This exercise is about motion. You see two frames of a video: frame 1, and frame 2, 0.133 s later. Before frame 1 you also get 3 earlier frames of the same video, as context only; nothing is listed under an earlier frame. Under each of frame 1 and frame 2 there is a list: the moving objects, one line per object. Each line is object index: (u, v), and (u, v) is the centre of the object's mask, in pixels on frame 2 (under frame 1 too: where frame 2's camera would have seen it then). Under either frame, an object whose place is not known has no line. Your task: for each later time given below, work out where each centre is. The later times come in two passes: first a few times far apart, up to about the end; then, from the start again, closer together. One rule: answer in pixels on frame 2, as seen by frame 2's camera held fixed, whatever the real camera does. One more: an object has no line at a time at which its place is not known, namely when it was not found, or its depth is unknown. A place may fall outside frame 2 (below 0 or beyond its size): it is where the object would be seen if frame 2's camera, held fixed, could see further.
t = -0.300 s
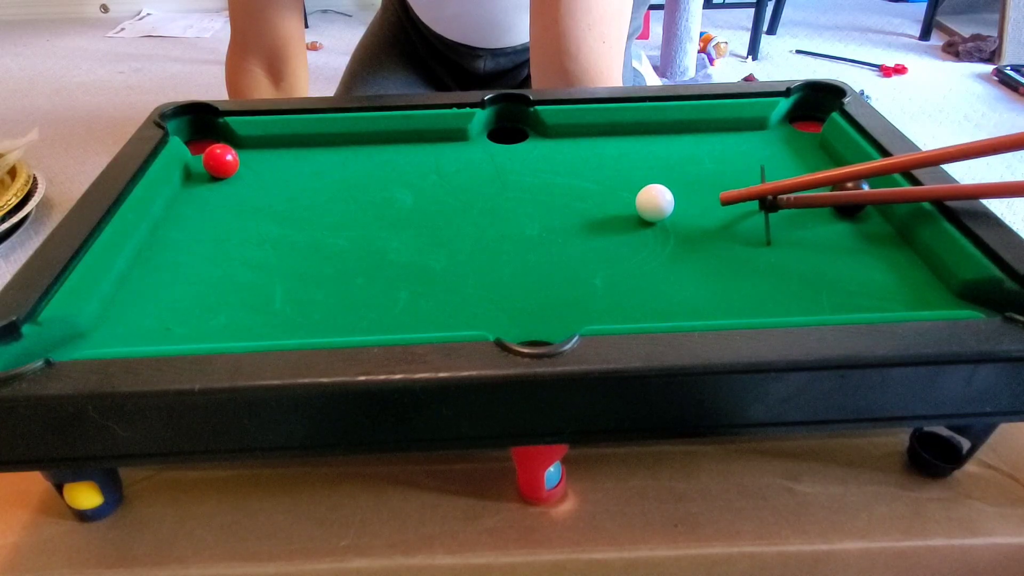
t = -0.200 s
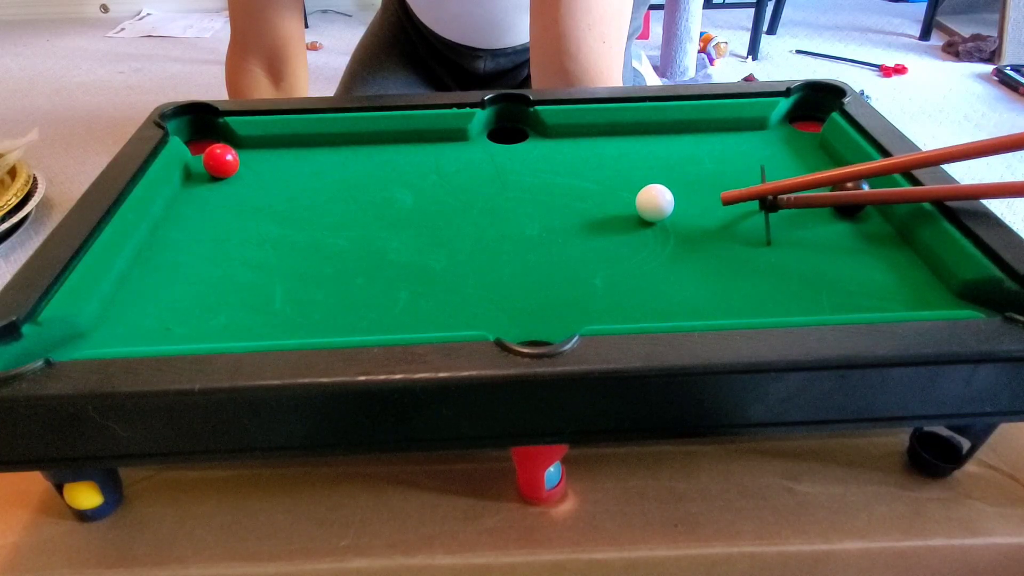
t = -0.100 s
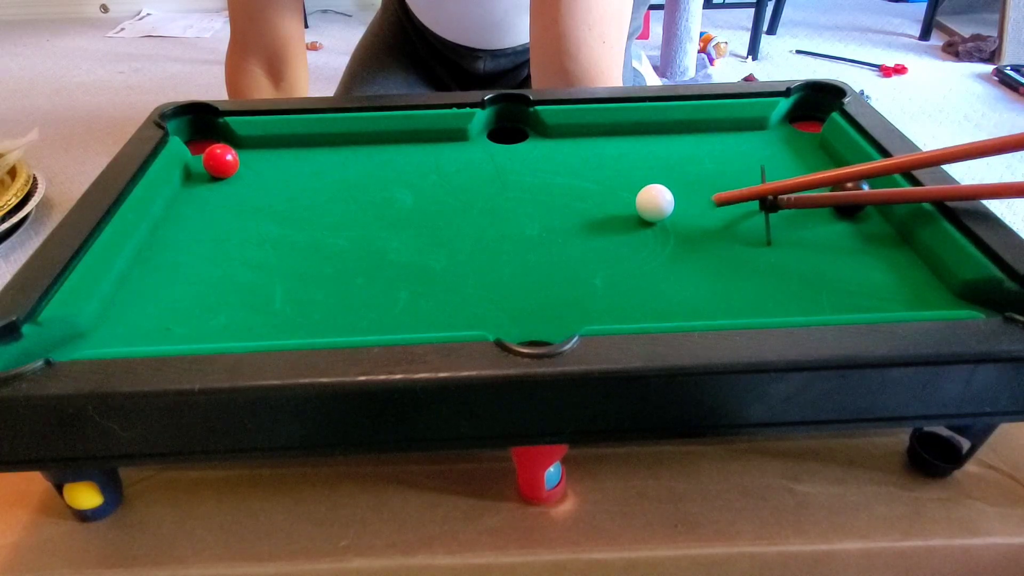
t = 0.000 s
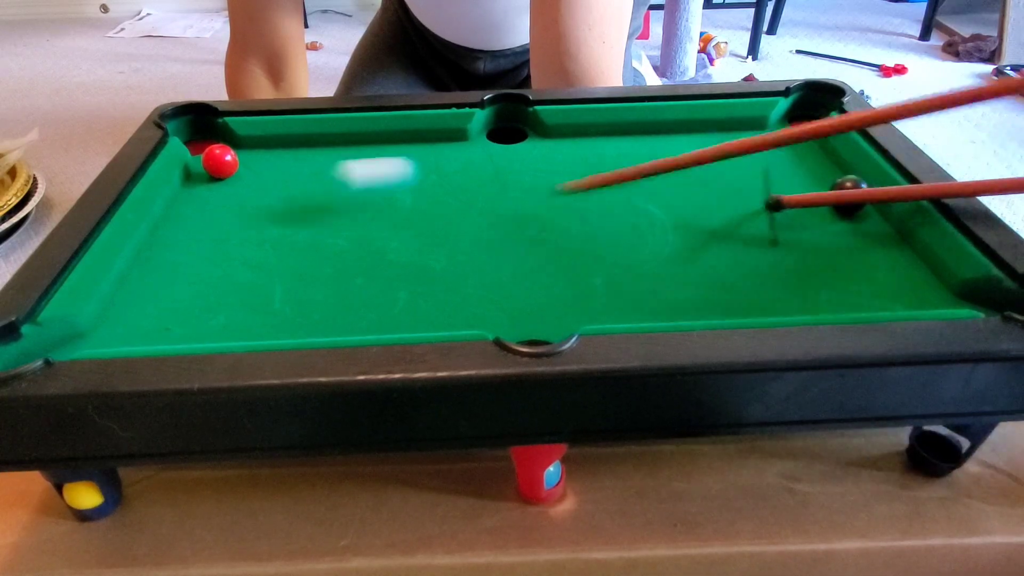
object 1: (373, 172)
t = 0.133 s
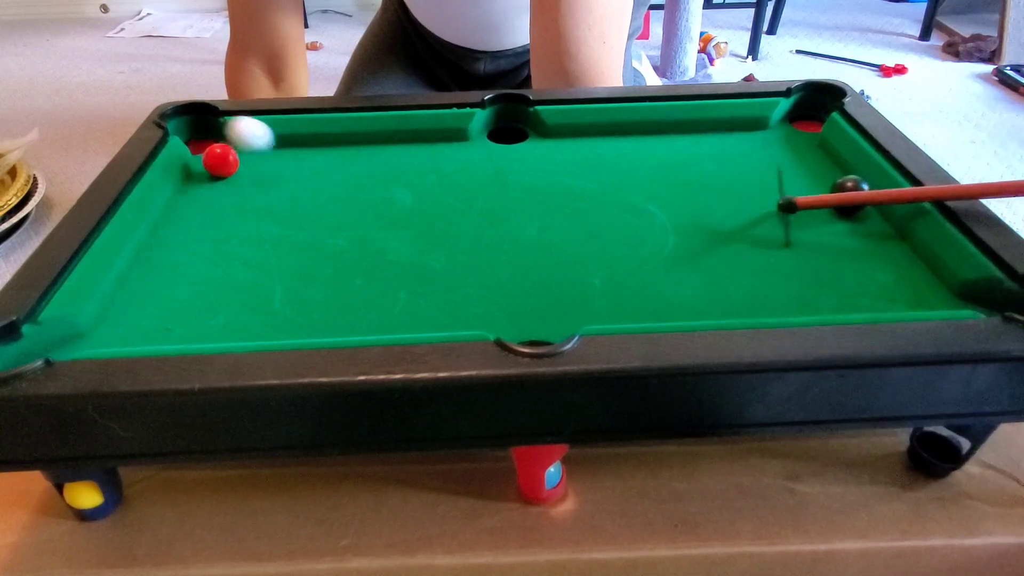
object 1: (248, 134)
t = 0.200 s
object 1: (298, 149)
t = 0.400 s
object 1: (366, 139)
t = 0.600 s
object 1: (414, 147)
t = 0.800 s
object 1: (455, 159)
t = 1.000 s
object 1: (487, 173)
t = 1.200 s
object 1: (521, 185)
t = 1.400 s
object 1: (546, 196)
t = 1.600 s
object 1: (568, 204)
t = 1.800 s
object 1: (582, 207)
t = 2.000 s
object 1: (582, 206)
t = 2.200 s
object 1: (581, 207)
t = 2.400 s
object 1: (582, 206)
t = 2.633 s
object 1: (582, 206)
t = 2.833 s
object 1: (582, 206)
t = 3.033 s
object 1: (579, 205)
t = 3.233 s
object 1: (582, 205)
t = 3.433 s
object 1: (581, 205)
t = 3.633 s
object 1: (581, 207)
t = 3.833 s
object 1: (582, 207)
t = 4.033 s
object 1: (582, 207)
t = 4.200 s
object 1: (581, 202)
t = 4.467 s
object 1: (581, 200)
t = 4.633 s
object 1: (580, 200)
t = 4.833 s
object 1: (581, 202)
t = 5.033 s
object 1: (581, 203)
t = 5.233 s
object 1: (580, 204)
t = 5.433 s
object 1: (581, 203)
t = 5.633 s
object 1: (582, 201)
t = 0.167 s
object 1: (283, 152)
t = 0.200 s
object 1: (298, 149)
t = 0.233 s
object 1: (312, 148)
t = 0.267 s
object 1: (326, 144)
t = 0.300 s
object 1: (335, 140)
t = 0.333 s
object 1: (345, 138)
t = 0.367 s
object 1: (356, 138)
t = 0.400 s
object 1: (366, 139)
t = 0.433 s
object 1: (373, 141)
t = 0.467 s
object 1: (382, 142)
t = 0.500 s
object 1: (391, 143)
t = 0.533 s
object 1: (397, 145)
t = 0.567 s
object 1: (406, 146)
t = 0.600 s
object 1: (414, 147)
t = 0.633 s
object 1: (421, 149)
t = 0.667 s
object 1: (427, 152)
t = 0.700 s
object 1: (434, 153)
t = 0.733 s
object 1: (441, 155)
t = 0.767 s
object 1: (448, 157)
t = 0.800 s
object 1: (455, 159)
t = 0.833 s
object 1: (460, 162)
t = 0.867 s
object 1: (466, 164)
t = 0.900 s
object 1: (472, 166)
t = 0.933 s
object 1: (476, 169)
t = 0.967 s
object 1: (481, 171)
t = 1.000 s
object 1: (487, 173)
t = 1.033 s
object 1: (494, 175)
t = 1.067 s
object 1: (500, 176)
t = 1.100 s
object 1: (504, 179)
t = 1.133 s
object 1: (510, 182)
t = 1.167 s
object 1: (515, 184)
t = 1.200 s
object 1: (521, 185)
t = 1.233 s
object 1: (527, 187)
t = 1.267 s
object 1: (530, 189)
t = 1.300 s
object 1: (533, 191)
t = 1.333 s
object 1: (539, 192)
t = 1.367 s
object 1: (542, 194)
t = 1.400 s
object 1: (546, 196)
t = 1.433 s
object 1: (550, 198)
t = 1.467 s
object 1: (555, 199)
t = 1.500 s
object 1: (557, 201)
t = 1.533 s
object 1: (561, 203)
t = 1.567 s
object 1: (564, 204)
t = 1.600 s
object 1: (568, 204)
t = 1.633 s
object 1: (570, 206)
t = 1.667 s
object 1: (574, 206)
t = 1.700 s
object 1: (575, 208)
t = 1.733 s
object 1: (578, 207)
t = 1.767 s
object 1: (581, 206)
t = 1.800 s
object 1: (582, 207)
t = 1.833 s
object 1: (582, 208)
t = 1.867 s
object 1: (582, 208)
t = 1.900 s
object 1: (583, 207)
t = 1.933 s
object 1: (583, 206)
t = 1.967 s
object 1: (582, 206)
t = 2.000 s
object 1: (582, 206)
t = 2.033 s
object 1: (582, 206)
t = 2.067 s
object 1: (581, 207)
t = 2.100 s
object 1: (581, 207)
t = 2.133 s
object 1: (582, 206)
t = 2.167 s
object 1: (582, 205)
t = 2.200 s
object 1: (581, 207)
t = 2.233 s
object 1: (581, 205)
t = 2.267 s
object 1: (580, 207)
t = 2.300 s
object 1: (582, 206)
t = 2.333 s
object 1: (581, 207)
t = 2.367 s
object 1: (582, 206)
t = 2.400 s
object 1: (582, 206)
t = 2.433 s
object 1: (580, 206)
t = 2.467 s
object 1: (582, 206)
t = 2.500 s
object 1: (580, 207)
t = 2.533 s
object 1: (580, 207)
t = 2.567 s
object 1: (582, 206)
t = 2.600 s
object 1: (582, 206)
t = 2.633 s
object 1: (582, 206)
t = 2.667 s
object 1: (581, 206)
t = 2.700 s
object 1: (580, 206)
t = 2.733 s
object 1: (580, 206)
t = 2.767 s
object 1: (580, 207)
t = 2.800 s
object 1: (581, 206)
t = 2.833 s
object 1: (582, 206)
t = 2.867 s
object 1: (582, 205)
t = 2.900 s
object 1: (581, 205)
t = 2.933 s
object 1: (580, 206)
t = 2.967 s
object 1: (582, 205)
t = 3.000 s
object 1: (583, 206)
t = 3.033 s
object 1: (579, 205)
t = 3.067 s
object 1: (582, 205)
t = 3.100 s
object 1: (580, 206)
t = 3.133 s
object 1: (579, 206)
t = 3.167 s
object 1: (581, 206)
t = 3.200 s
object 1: (580, 206)
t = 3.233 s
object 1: (582, 205)
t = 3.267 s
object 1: (581, 206)
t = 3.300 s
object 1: (580, 206)
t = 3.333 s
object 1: (580, 206)
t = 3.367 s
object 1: (581, 206)
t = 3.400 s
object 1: (581, 206)
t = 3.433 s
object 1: (581, 205)
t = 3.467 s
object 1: (581, 207)
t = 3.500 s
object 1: (581, 207)
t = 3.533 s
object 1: (582, 207)
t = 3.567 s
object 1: (581, 208)
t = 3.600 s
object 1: (581, 207)
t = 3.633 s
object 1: (581, 207)
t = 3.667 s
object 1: (581, 208)
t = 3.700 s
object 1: (582, 208)
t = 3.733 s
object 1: (581, 208)
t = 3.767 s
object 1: (581, 208)
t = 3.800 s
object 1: (582, 208)
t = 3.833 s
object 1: (582, 207)
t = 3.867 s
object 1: (581, 208)
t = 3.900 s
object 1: (582, 207)
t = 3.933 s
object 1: (581, 207)
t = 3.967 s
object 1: (582, 208)
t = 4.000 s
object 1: (581, 207)
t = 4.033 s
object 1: (582, 207)
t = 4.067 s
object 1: (581, 207)
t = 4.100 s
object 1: (581, 207)
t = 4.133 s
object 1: (582, 206)
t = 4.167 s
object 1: (581, 205)
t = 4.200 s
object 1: (581, 202)
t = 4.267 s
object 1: (580, 202)
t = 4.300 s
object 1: (581, 202)
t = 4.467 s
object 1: (581, 200)
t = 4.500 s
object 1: (580, 200)
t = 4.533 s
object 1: (581, 200)
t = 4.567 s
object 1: (580, 201)
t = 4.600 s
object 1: (581, 200)
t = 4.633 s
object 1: (580, 200)
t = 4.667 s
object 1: (581, 201)
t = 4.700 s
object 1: (581, 202)
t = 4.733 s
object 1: (581, 202)
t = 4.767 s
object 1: (581, 202)
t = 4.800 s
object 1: (581, 202)
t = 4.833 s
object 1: (581, 202)
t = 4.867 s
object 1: (581, 202)
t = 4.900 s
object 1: (581, 203)
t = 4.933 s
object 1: (582, 203)
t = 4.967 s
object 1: (581, 204)
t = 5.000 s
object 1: (582, 203)
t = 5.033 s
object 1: (581, 203)
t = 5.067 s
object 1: (580, 204)
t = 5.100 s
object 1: (582, 204)
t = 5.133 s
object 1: (580, 204)
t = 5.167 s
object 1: (581, 204)
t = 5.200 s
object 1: (581, 204)
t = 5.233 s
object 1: (580, 204)
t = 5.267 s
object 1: (581, 204)
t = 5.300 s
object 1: (580, 204)
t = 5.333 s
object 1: (581, 204)
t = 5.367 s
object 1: (581, 203)
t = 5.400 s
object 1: (581, 203)
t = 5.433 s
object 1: (581, 203)
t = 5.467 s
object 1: (581, 202)
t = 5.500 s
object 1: (581, 202)
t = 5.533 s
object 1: (581, 201)
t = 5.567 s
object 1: (582, 201)
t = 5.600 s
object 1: (582, 201)
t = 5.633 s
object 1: (582, 201)
